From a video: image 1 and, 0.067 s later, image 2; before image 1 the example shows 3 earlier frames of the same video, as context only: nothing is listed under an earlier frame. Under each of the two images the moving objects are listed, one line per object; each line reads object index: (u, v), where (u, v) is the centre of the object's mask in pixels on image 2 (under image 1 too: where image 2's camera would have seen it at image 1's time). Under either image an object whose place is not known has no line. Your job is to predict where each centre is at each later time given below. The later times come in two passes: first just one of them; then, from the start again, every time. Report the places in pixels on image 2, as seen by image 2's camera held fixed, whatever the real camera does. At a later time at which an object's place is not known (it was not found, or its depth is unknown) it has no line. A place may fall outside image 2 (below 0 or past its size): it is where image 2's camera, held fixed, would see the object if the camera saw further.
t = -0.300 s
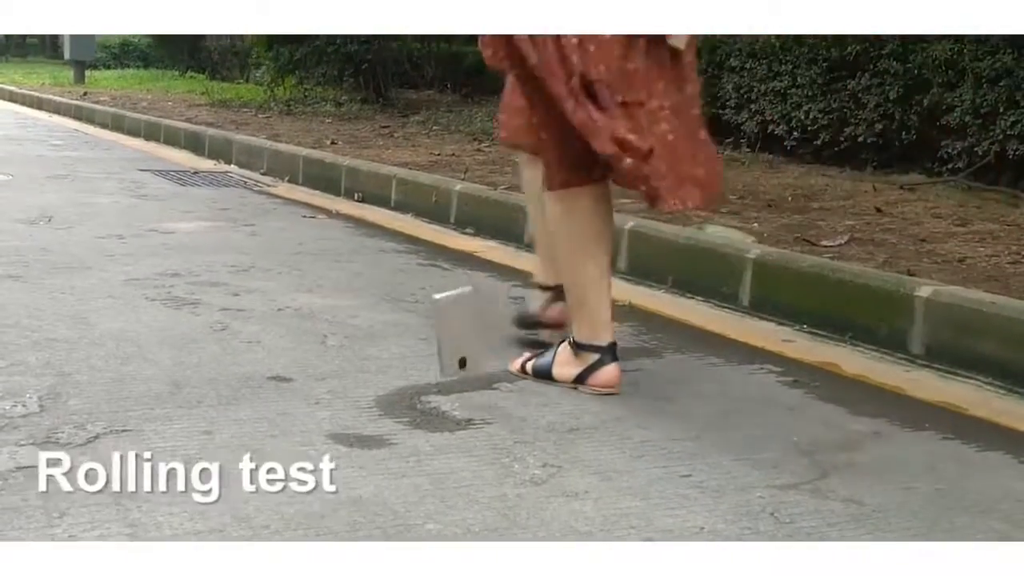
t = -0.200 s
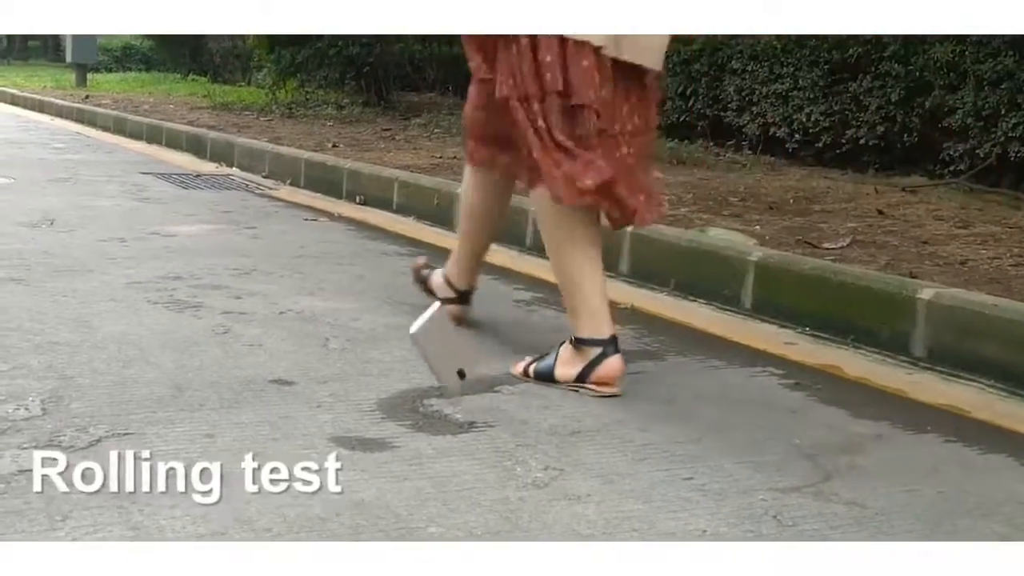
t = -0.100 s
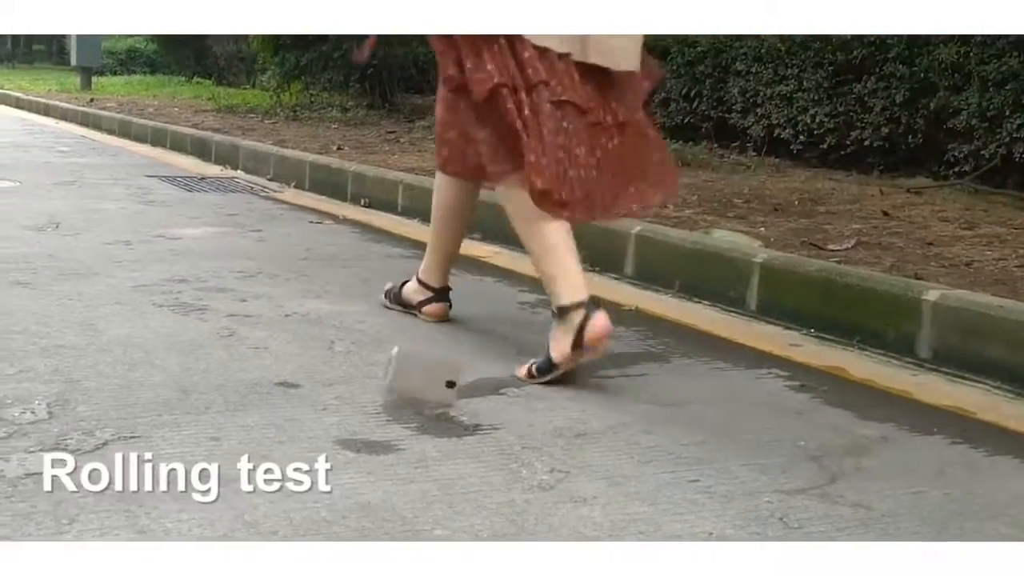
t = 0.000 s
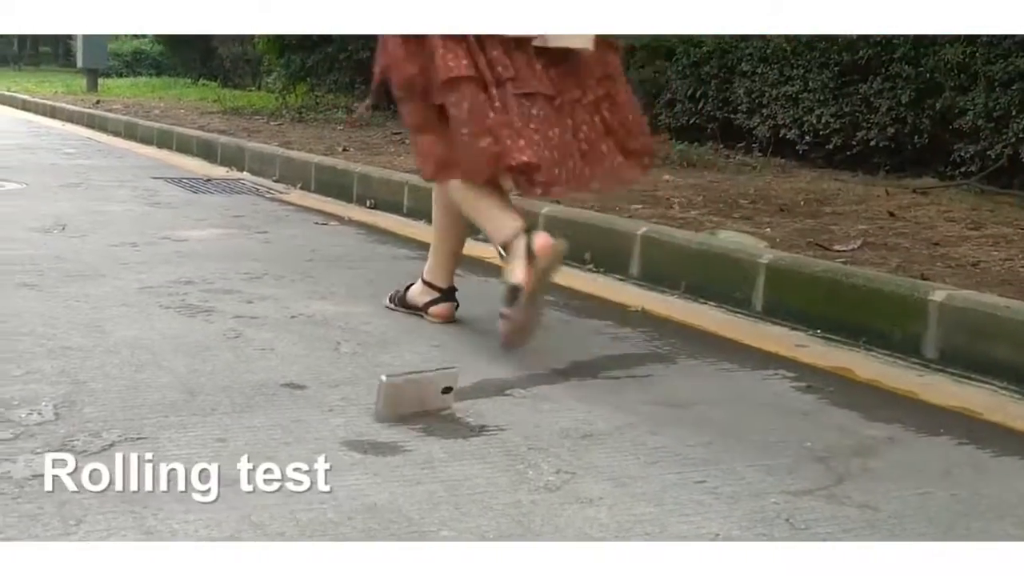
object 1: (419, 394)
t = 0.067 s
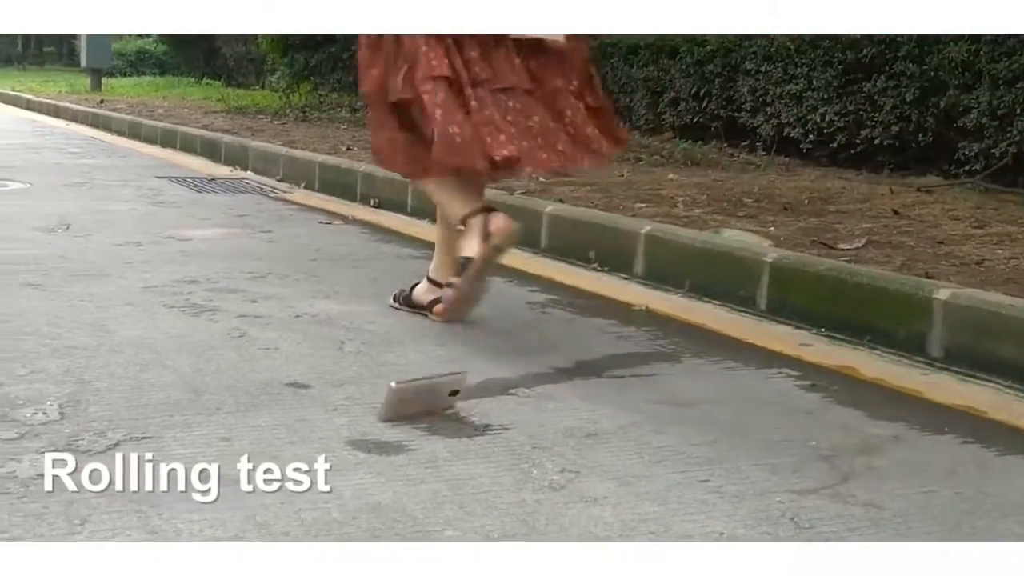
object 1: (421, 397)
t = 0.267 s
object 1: (432, 415)
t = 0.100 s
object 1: (421, 408)
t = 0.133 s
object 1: (424, 411)
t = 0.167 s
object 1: (432, 415)
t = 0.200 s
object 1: (433, 413)
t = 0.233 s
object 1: (432, 412)
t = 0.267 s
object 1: (432, 415)
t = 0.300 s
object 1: (432, 416)
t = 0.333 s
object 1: (432, 416)
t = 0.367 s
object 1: (432, 416)
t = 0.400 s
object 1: (432, 416)
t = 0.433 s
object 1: (432, 416)
